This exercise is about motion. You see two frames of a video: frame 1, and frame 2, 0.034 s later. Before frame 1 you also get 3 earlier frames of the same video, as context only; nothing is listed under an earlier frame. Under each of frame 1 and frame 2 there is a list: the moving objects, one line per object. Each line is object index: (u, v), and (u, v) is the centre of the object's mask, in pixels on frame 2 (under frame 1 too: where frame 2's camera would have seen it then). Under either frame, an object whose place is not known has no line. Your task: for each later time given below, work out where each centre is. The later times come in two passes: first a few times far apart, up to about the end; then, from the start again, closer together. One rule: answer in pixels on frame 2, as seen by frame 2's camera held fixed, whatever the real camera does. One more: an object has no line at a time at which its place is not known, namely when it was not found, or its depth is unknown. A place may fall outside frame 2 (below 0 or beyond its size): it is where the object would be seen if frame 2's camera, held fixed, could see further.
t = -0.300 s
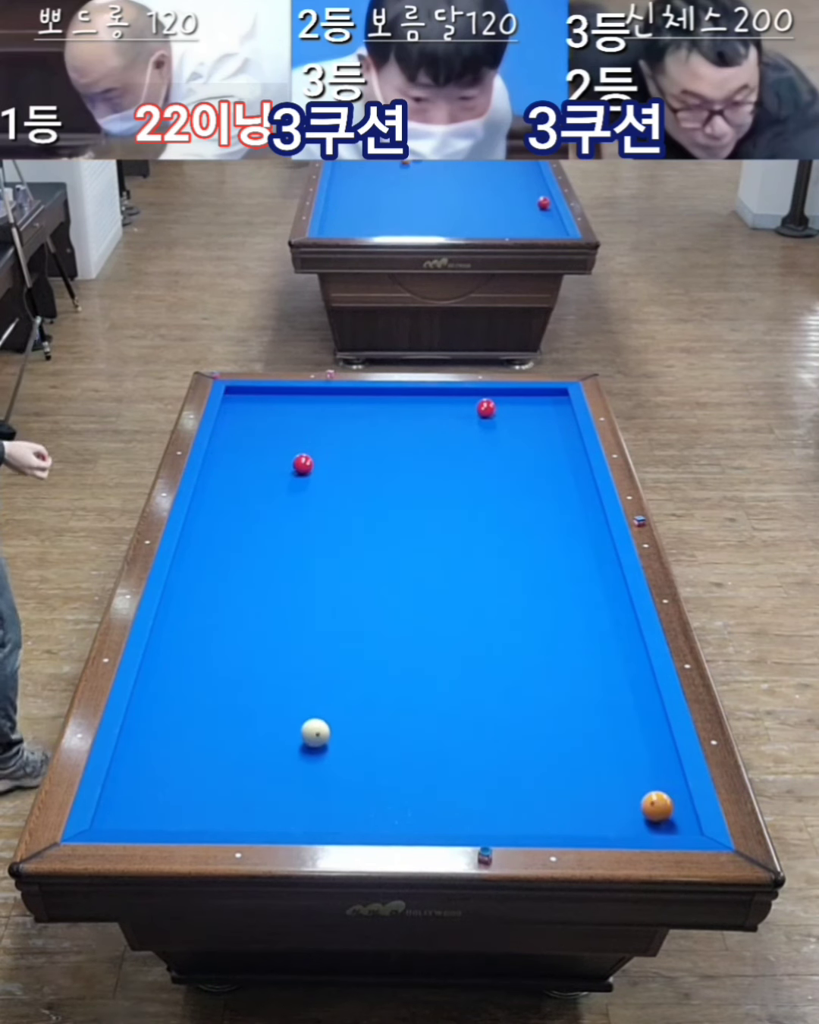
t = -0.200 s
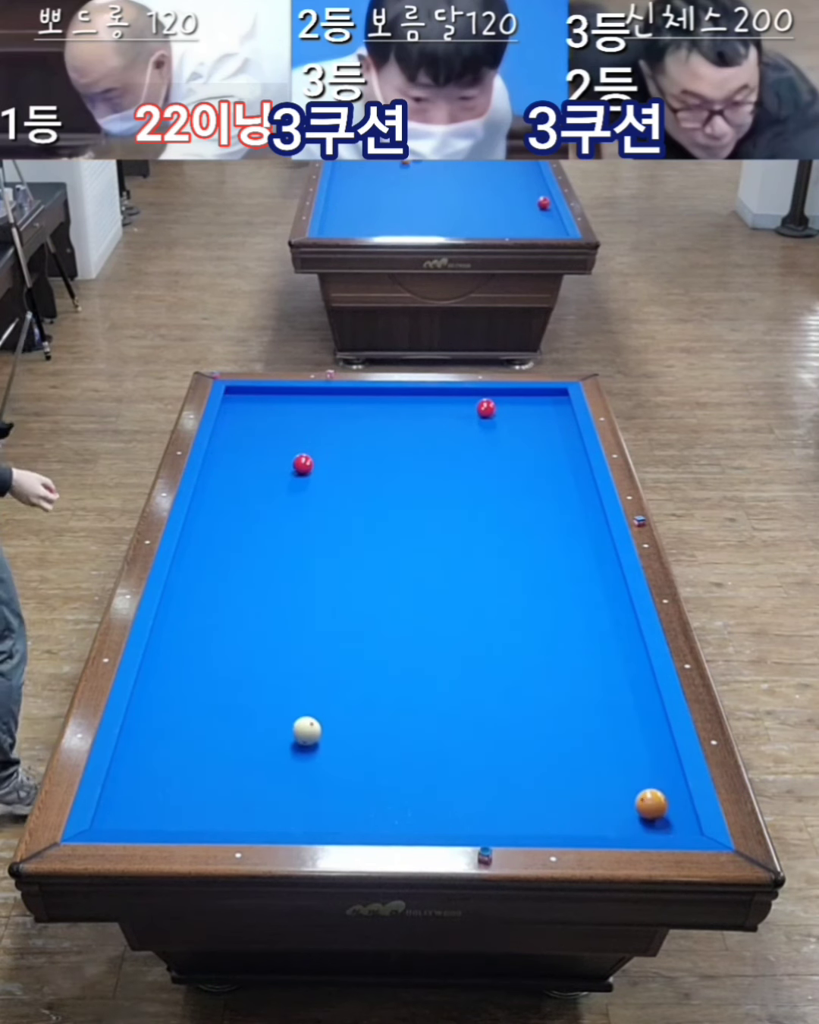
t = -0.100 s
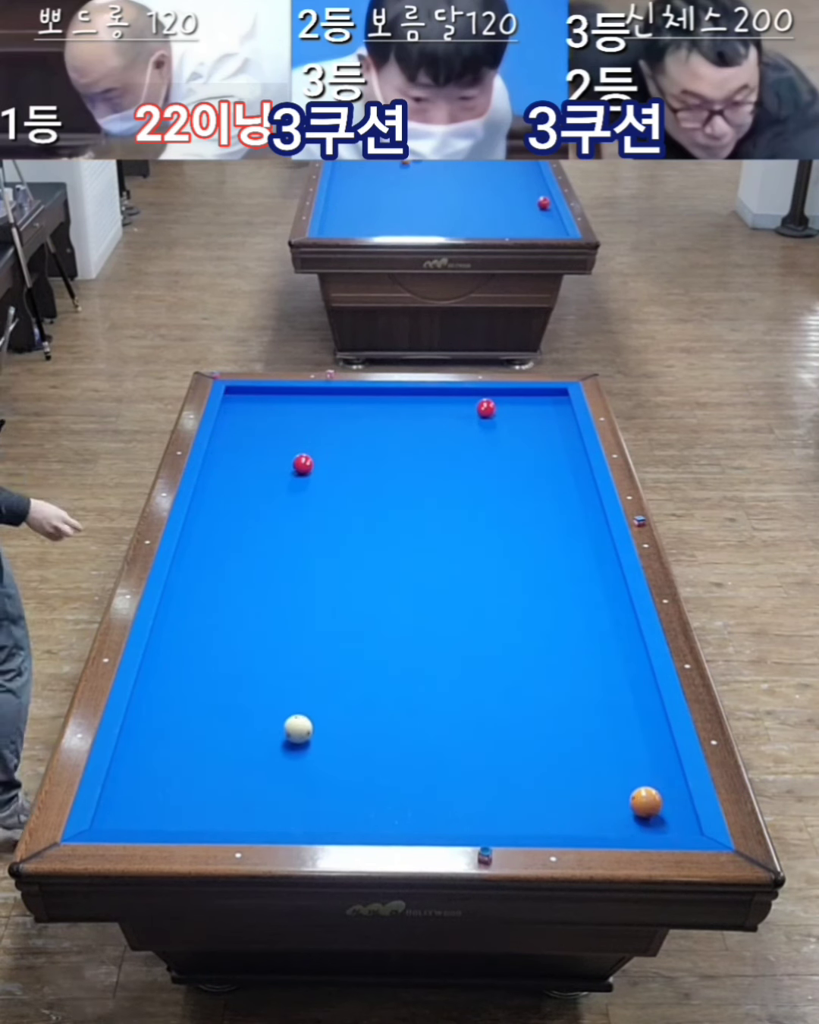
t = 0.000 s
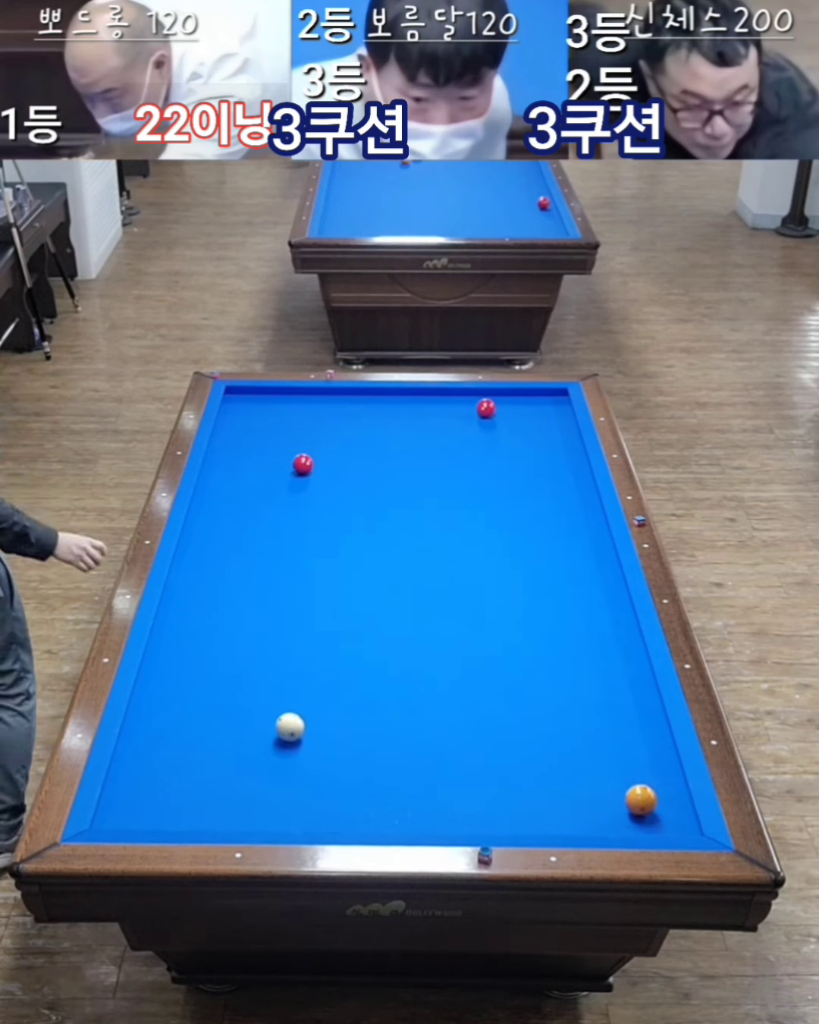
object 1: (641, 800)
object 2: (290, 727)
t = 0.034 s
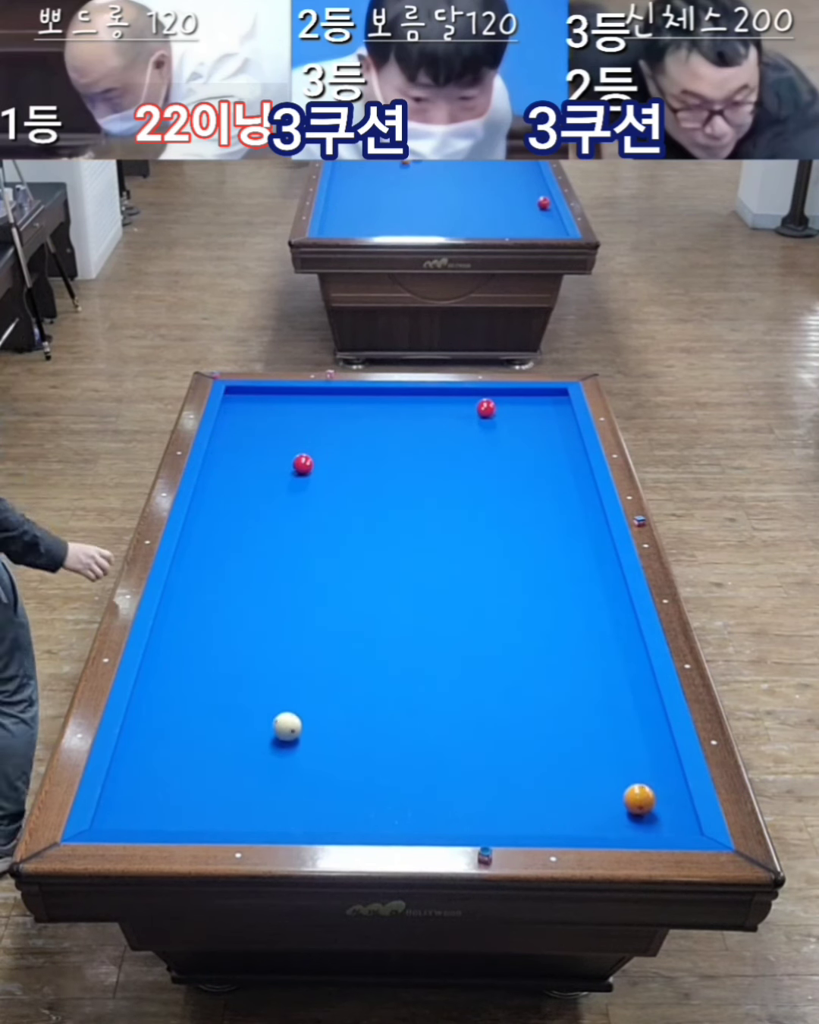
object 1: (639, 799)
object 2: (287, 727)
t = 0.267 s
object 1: (628, 795)
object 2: (269, 722)
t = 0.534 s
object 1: (617, 790)
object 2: (249, 718)
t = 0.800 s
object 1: (607, 786)
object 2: (231, 714)
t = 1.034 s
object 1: (599, 783)
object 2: (216, 711)
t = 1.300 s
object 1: (590, 780)
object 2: (201, 708)
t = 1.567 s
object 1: (584, 778)
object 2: (186, 705)
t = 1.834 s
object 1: (578, 776)
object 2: (172, 702)
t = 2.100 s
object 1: (573, 775)
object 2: (160, 699)
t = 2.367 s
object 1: (570, 773)
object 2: (149, 697)
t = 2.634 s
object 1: (568, 773)
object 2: (148, 695)
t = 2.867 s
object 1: (567, 773)
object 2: (153, 694)
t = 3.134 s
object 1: (566, 772)
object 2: (157, 693)
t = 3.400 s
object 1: (566, 772)
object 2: (160, 693)
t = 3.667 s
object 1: (566, 773)
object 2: (162, 692)
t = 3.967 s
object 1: (566, 773)
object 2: (164, 691)
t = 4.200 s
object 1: (566, 773)
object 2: (164, 691)
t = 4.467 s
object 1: (566, 773)
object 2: (164, 692)
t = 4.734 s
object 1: (566, 773)
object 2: (164, 692)
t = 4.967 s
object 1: (566, 772)
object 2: (164, 692)
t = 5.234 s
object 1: (566, 772)
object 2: (164, 692)
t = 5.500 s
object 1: (566, 772)
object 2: (164, 692)
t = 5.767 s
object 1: (566, 772)
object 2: (164, 692)
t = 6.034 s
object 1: (566, 772)
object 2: (164, 692)
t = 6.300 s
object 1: (566, 772)
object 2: (164, 692)
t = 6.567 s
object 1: (566, 772)
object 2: (164, 692)
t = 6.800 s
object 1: (566, 772)
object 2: (164, 692)
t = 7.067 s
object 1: (566, 772)
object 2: (164, 692)
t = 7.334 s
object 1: (566, 772)
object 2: (164, 692)
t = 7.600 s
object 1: (566, 772)
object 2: (164, 692)
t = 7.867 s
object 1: (566, 772)
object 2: (164, 692)
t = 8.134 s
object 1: (566, 772)
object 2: (164, 692)
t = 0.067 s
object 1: (638, 799)
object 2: (285, 726)
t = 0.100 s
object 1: (636, 798)
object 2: (282, 726)
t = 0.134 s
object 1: (634, 798)
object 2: (279, 725)
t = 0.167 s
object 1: (633, 797)
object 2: (277, 724)
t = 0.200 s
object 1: (631, 796)
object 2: (274, 724)
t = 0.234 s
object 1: (630, 795)
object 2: (272, 723)
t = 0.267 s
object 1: (628, 795)
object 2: (269, 722)
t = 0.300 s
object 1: (627, 794)
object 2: (267, 722)
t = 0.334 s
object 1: (625, 793)
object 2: (264, 722)
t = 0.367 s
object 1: (624, 793)
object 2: (262, 721)
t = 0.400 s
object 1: (622, 793)
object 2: (259, 720)
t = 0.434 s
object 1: (621, 792)
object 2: (257, 720)
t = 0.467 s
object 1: (619, 791)
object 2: (254, 719)
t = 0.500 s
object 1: (618, 791)
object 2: (252, 719)
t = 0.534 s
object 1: (617, 790)
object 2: (249, 718)
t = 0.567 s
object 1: (615, 789)
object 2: (247, 718)
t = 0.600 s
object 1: (614, 789)
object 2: (245, 717)
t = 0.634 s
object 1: (613, 788)
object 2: (243, 717)
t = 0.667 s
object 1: (612, 788)
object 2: (240, 716)
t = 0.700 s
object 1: (610, 787)
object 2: (238, 716)
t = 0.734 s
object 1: (609, 787)
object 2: (236, 715)
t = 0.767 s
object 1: (608, 786)
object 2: (233, 715)
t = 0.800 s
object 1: (607, 786)
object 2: (231, 714)
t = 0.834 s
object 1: (605, 785)
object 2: (229, 714)
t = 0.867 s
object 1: (604, 785)
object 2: (227, 713)
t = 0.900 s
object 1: (603, 785)
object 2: (225, 713)
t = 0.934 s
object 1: (602, 784)
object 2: (222, 712)
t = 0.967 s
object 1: (601, 783)
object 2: (220, 712)
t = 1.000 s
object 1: (600, 783)
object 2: (218, 712)
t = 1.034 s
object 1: (599, 783)
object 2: (216, 711)
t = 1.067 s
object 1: (598, 782)
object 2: (214, 711)
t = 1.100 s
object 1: (596, 782)
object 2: (212, 710)
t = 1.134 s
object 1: (595, 782)
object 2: (210, 710)
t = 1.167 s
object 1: (594, 781)
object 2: (208, 709)
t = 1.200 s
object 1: (593, 781)
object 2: (206, 709)
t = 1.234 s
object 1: (592, 780)
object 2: (204, 708)
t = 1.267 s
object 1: (591, 780)
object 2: (202, 708)
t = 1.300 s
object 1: (590, 780)
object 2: (201, 708)
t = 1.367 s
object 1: (589, 779)
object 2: (197, 707)
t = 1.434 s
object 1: (587, 778)
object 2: (193, 706)
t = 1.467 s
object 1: (586, 778)
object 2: (191, 706)
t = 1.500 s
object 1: (585, 778)
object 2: (190, 705)
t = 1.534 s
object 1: (584, 777)
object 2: (188, 705)
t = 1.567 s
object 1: (584, 778)
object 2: (186, 705)
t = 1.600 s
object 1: (583, 777)
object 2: (184, 704)
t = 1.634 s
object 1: (582, 777)
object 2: (183, 704)
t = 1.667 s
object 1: (582, 777)
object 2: (181, 704)
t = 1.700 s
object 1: (581, 776)
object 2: (179, 703)
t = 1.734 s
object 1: (580, 776)
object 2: (177, 703)
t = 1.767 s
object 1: (580, 776)
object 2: (176, 703)
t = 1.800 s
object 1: (579, 776)
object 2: (174, 702)
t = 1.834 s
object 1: (578, 776)
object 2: (172, 702)
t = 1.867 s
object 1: (578, 775)
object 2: (171, 701)
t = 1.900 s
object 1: (577, 776)
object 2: (169, 701)
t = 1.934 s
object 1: (576, 775)
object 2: (168, 701)
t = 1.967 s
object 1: (576, 775)
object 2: (166, 700)
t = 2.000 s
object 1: (575, 775)
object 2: (165, 700)
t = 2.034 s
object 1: (574, 774)
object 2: (163, 700)
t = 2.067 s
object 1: (574, 774)
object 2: (162, 699)
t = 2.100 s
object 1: (573, 775)
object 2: (160, 699)
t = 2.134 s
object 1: (573, 774)
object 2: (159, 699)
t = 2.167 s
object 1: (572, 774)
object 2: (158, 699)
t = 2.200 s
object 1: (572, 774)
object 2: (156, 699)
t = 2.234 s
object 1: (572, 774)
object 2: (155, 698)
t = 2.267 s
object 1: (571, 774)
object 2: (153, 698)
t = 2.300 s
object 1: (571, 774)
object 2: (152, 698)
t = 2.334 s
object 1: (570, 774)
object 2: (151, 697)
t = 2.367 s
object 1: (570, 773)
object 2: (149, 697)
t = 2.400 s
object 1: (570, 774)
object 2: (148, 697)
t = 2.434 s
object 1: (569, 773)
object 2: (147, 696)
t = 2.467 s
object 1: (569, 773)
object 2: (146, 696)
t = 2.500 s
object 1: (569, 774)
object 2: (145, 696)
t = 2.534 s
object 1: (568, 773)
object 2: (146, 696)
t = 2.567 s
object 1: (568, 774)
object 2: (147, 696)
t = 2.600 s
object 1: (568, 773)
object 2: (147, 695)
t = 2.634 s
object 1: (568, 773)
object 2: (148, 695)
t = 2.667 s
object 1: (568, 773)
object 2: (149, 695)
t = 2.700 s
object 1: (567, 773)
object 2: (149, 695)
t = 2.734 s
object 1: (567, 773)
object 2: (150, 695)
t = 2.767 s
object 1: (567, 773)
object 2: (151, 695)
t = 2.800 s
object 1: (567, 773)
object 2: (151, 695)
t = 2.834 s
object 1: (567, 773)
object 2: (152, 694)
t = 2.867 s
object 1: (567, 773)
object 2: (153, 694)
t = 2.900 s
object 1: (567, 772)
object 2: (153, 694)
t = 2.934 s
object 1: (567, 773)
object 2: (154, 694)
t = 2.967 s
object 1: (566, 772)
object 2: (154, 694)
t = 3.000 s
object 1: (566, 773)
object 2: (155, 694)
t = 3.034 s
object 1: (566, 773)
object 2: (156, 694)
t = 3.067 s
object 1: (566, 773)
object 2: (156, 694)
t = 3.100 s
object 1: (566, 772)
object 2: (156, 693)
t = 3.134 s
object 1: (566, 772)
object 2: (157, 693)
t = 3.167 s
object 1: (566, 772)
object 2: (158, 693)
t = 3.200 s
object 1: (566, 772)
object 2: (158, 693)
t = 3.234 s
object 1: (566, 772)
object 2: (158, 693)
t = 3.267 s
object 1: (566, 772)
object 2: (159, 693)
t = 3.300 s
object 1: (566, 772)
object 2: (159, 693)
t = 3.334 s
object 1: (566, 772)
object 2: (159, 693)
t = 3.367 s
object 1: (566, 772)
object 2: (160, 693)
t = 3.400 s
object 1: (566, 772)
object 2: (160, 693)
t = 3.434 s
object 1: (566, 772)
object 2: (161, 693)
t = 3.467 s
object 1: (566, 773)
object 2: (161, 693)
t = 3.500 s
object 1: (566, 773)
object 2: (161, 692)
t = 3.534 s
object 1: (566, 773)
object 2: (162, 692)
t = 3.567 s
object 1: (566, 773)
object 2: (162, 692)
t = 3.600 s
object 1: (566, 773)
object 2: (162, 692)
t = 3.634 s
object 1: (566, 773)
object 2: (162, 692)
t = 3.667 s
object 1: (566, 773)
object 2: (162, 692)
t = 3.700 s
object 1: (566, 773)
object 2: (163, 692)
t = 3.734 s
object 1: (566, 773)
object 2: (163, 692)
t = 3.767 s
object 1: (566, 773)
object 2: (163, 692)
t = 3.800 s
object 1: (566, 773)
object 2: (164, 692)
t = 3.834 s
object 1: (566, 773)
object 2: (164, 692)
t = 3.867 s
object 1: (566, 773)
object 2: (164, 692)
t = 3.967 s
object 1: (566, 773)
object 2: (164, 691)
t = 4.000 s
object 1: (566, 773)
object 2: (164, 691)
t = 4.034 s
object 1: (566, 773)
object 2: (164, 691)
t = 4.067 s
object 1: (566, 773)
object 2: (164, 691)
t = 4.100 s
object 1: (566, 773)
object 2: (164, 691)
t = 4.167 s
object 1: (566, 773)
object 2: (164, 691)
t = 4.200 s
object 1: (566, 773)
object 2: (164, 691)
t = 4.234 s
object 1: (566, 773)
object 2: (164, 691)
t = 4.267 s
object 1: (566, 773)
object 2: (164, 691)
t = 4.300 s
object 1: (566, 773)
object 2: (164, 691)
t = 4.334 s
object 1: (566, 773)
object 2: (164, 691)
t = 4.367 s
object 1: (566, 773)
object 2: (164, 692)
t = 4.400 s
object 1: (566, 773)
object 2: (164, 692)
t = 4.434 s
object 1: (566, 773)
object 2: (163, 691)
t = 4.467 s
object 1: (566, 773)
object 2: (164, 692)
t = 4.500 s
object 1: (566, 773)
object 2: (163, 692)
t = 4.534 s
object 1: (566, 773)
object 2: (164, 692)
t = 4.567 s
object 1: (566, 773)
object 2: (163, 692)
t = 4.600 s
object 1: (566, 772)
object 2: (164, 692)
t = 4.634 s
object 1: (566, 773)
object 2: (164, 692)
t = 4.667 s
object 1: (566, 773)
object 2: (164, 692)
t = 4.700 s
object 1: (566, 773)
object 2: (164, 692)
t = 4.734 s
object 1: (566, 773)
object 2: (164, 692)
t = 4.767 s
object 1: (566, 773)
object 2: (164, 692)
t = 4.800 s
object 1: (566, 772)
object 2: (164, 691)
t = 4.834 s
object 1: (566, 772)
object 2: (164, 692)
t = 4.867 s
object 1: (566, 772)
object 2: (164, 692)
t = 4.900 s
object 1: (566, 772)
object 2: (164, 692)
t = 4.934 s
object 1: (566, 772)
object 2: (164, 692)
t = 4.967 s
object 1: (566, 772)
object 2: (164, 692)
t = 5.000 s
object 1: (566, 772)
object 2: (164, 691)
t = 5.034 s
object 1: (566, 772)
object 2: (164, 692)
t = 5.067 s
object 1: (566, 772)
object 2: (164, 692)
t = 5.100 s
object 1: (566, 772)
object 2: (164, 691)
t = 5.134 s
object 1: (566, 772)
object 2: (164, 692)
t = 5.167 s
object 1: (566, 772)
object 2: (164, 691)
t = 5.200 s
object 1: (566, 772)
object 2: (164, 692)
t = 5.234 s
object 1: (566, 772)
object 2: (164, 692)
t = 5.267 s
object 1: (566, 772)
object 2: (164, 692)
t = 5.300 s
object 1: (566, 772)
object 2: (164, 692)
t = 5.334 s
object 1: (566, 772)
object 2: (164, 692)
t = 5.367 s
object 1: (566, 772)
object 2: (164, 692)
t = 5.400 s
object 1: (566, 772)
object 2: (164, 692)
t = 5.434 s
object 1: (566, 772)
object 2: (164, 692)
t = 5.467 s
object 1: (566, 772)
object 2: (164, 692)
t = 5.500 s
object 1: (566, 772)
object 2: (164, 692)
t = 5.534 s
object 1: (566, 772)
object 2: (164, 692)
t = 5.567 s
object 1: (566, 772)
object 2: (164, 692)
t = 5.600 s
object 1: (566, 772)
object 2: (164, 692)
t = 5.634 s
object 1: (566, 772)
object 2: (164, 692)
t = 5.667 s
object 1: (566, 772)
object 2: (164, 692)
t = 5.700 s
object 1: (566, 772)
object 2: (164, 692)
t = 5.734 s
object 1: (566, 772)
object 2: (164, 692)
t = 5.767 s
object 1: (566, 772)
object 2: (164, 692)
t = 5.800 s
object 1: (566, 772)
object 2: (164, 692)
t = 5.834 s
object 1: (566, 772)
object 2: (164, 692)
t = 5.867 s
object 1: (566, 772)
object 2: (164, 692)
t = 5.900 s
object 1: (566, 772)
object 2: (164, 692)
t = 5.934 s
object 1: (566, 772)
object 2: (164, 692)
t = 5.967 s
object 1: (566, 772)
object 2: (164, 692)
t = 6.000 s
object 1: (566, 772)
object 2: (164, 692)
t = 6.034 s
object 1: (566, 772)
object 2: (164, 692)
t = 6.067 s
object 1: (566, 772)
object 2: (164, 692)
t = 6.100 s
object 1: (566, 772)
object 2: (164, 692)
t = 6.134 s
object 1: (566, 772)
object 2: (164, 692)
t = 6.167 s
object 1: (566, 772)
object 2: (164, 692)
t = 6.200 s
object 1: (566, 772)
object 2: (164, 692)
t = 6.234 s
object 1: (566, 772)
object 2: (164, 692)
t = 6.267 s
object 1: (566, 772)
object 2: (164, 692)
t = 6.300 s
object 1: (566, 772)
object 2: (164, 692)
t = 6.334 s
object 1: (566, 772)
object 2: (164, 692)
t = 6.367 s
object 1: (566, 772)
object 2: (164, 692)
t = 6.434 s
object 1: (566, 772)
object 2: (164, 692)
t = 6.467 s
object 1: (566, 772)
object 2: (164, 692)
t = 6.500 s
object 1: (566, 772)
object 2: (164, 692)
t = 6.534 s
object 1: (566, 772)
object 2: (164, 692)
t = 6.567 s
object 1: (566, 772)
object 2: (164, 692)
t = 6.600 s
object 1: (566, 772)
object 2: (164, 692)
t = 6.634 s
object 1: (566, 772)
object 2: (164, 692)
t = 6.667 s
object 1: (566, 772)
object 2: (164, 692)
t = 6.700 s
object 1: (566, 772)
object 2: (164, 692)
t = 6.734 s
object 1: (566, 772)
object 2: (164, 692)
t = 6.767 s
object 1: (566, 772)
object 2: (164, 692)
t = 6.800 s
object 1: (566, 772)
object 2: (164, 692)
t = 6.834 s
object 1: (566, 772)
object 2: (164, 692)
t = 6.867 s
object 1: (566, 772)
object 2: (164, 692)
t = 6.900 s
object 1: (566, 772)
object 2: (164, 692)
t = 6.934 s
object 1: (566, 772)
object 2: (164, 692)
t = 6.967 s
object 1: (566, 772)
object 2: (164, 692)
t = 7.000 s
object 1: (566, 772)
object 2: (164, 692)
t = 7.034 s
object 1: (566, 772)
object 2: (164, 692)
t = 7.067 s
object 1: (566, 772)
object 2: (164, 692)
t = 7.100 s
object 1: (566, 772)
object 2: (164, 692)
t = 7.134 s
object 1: (566, 772)
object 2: (164, 692)
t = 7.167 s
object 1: (566, 772)
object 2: (164, 692)
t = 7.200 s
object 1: (566, 772)
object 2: (164, 692)
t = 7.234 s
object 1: (566, 772)
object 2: (164, 692)
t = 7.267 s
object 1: (566, 772)
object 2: (164, 692)
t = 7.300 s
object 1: (566, 772)
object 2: (164, 692)
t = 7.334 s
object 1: (566, 772)
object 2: (164, 692)
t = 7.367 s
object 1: (566, 772)
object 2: (164, 692)
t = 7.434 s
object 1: (566, 772)
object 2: (164, 692)
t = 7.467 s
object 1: (566, 772)
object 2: (164, 692)
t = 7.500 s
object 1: (566, 772)
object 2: (164, 692)
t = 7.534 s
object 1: (566, 772)
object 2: (164, 692)
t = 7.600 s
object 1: (566, 772)
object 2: (164, 692)
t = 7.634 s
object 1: (566, 772)
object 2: (164, 692)
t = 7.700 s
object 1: (566, 772)
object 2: (164, 692)
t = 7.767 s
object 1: (566, 772)
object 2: (164, 692)
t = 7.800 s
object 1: (566, 772)
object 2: (164, 691)
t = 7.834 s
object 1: (566, 772)
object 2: (164, 691)
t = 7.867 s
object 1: (566, 772)
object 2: (164, 692)
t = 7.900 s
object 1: (566, 772)
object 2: (164, 692)
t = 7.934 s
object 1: (566, 772)
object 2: (164, 692)
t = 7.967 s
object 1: (566, 772)
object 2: (164, 692)
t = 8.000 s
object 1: (566, 772)
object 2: (164, 692)
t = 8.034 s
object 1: (566, 772)
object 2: (164, 692)
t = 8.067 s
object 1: (566, 772)
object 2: (164, 692)
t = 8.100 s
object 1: (566, 772)
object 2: (164, 692)
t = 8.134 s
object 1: (566, 772)
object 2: (164, 692)
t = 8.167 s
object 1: (566, 772)
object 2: (164, 692)
